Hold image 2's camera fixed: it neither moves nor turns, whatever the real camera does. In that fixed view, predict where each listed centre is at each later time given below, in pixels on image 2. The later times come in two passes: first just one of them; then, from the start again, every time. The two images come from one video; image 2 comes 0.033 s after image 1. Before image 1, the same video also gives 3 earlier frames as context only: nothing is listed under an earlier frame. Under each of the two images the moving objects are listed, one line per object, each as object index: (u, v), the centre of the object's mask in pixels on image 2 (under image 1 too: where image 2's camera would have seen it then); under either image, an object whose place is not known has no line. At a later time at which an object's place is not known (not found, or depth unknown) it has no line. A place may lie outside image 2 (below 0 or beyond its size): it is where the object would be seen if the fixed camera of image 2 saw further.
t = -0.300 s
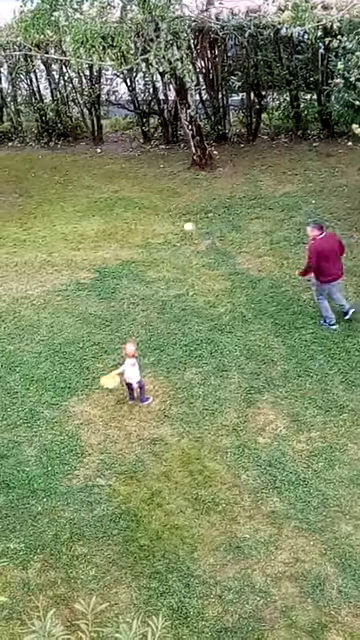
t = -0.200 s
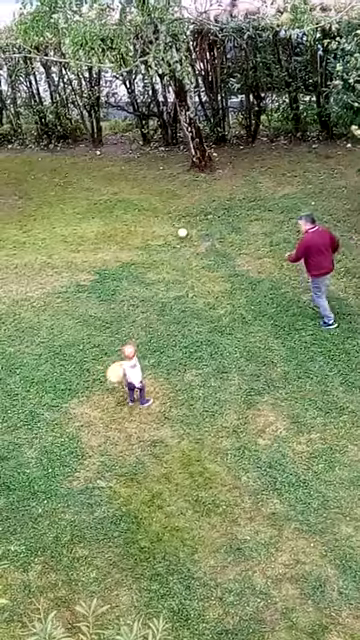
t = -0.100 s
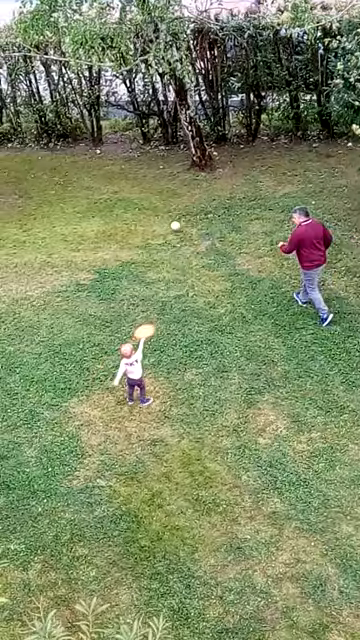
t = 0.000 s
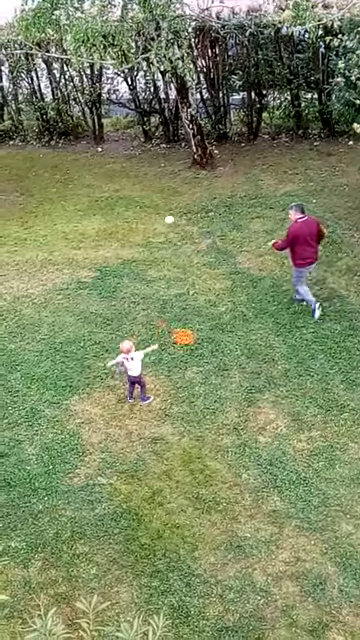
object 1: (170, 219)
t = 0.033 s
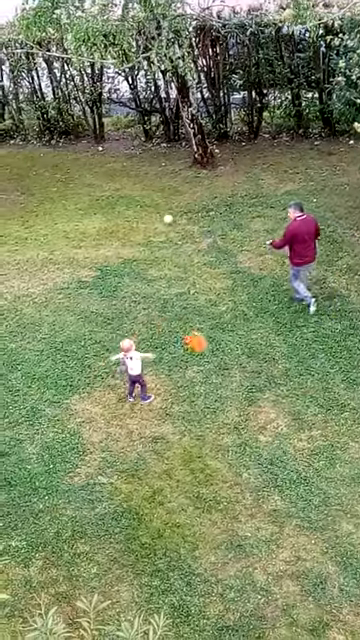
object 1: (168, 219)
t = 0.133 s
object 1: (162, 219)
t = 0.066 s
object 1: (165, 220)
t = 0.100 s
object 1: (164, 220)
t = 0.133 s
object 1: (162, 219)
